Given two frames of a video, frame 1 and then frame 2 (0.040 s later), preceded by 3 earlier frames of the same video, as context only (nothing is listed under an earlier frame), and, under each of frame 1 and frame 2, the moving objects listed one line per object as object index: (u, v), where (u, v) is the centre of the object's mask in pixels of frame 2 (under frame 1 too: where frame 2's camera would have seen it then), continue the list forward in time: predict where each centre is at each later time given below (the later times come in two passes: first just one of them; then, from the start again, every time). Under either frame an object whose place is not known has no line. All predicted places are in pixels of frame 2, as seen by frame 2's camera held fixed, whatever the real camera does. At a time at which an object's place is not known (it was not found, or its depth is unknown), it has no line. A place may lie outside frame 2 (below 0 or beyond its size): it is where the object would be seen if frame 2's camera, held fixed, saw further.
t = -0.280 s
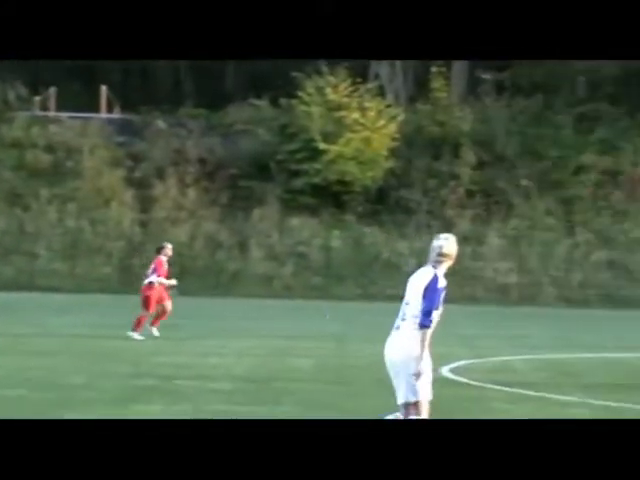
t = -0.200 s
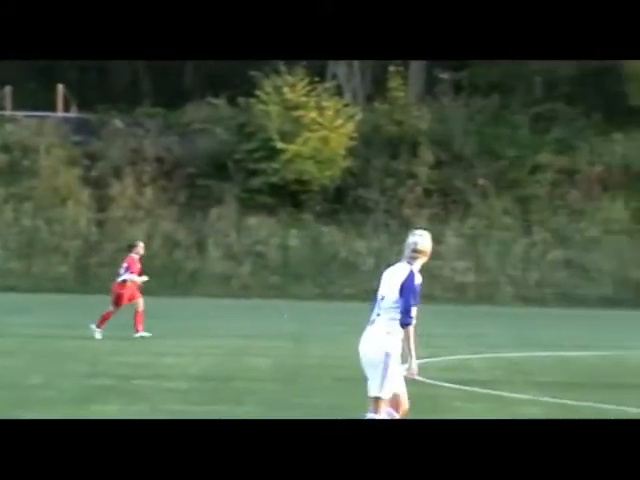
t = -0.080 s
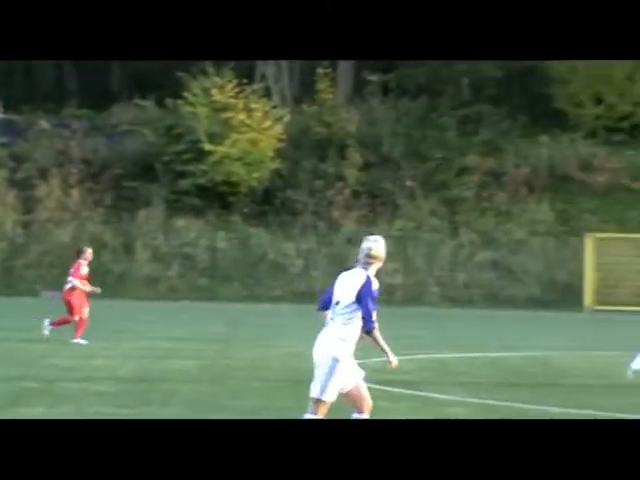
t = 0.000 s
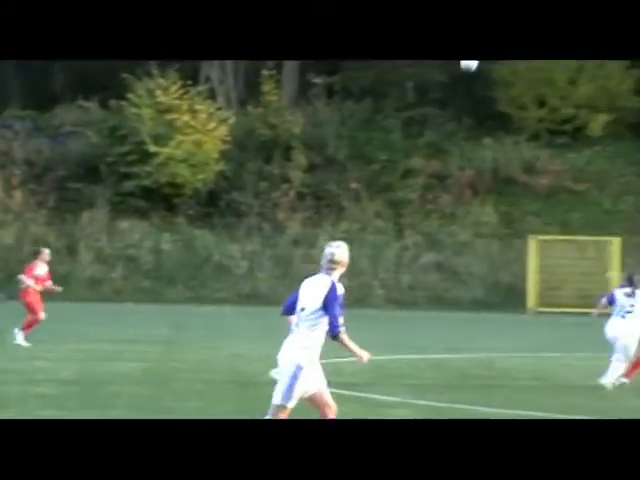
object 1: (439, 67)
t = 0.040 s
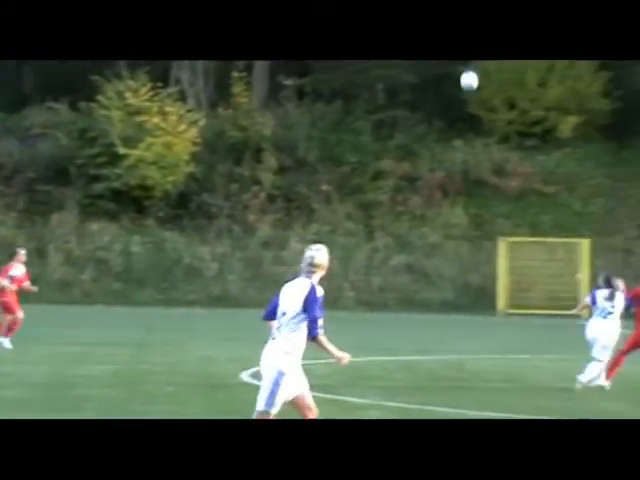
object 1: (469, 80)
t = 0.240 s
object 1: (623, 186)
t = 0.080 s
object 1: (499, 98)
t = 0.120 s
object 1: (530, 118)
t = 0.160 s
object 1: (561, 139)
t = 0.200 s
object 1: (591, 162)
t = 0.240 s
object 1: (623, 186)
